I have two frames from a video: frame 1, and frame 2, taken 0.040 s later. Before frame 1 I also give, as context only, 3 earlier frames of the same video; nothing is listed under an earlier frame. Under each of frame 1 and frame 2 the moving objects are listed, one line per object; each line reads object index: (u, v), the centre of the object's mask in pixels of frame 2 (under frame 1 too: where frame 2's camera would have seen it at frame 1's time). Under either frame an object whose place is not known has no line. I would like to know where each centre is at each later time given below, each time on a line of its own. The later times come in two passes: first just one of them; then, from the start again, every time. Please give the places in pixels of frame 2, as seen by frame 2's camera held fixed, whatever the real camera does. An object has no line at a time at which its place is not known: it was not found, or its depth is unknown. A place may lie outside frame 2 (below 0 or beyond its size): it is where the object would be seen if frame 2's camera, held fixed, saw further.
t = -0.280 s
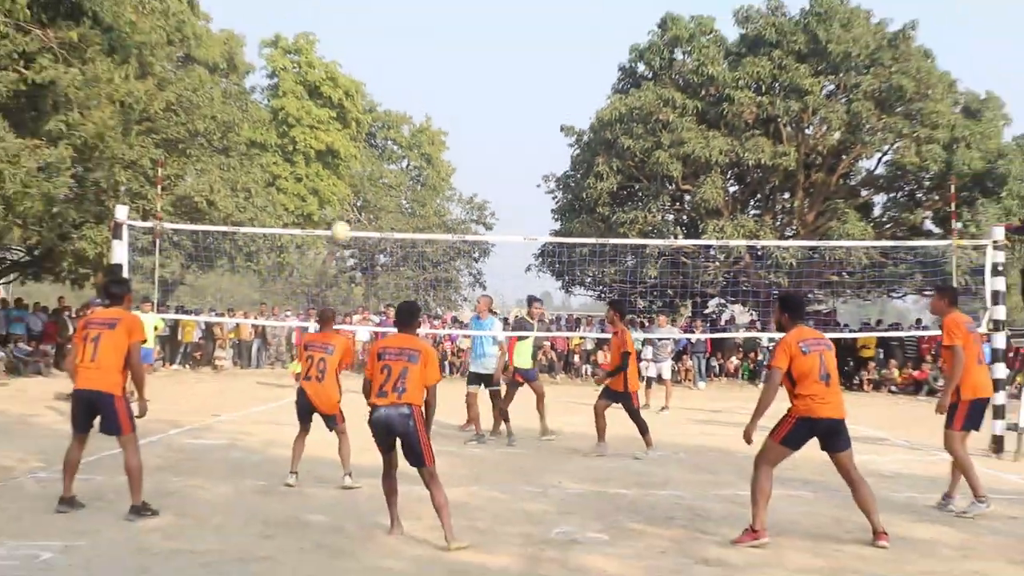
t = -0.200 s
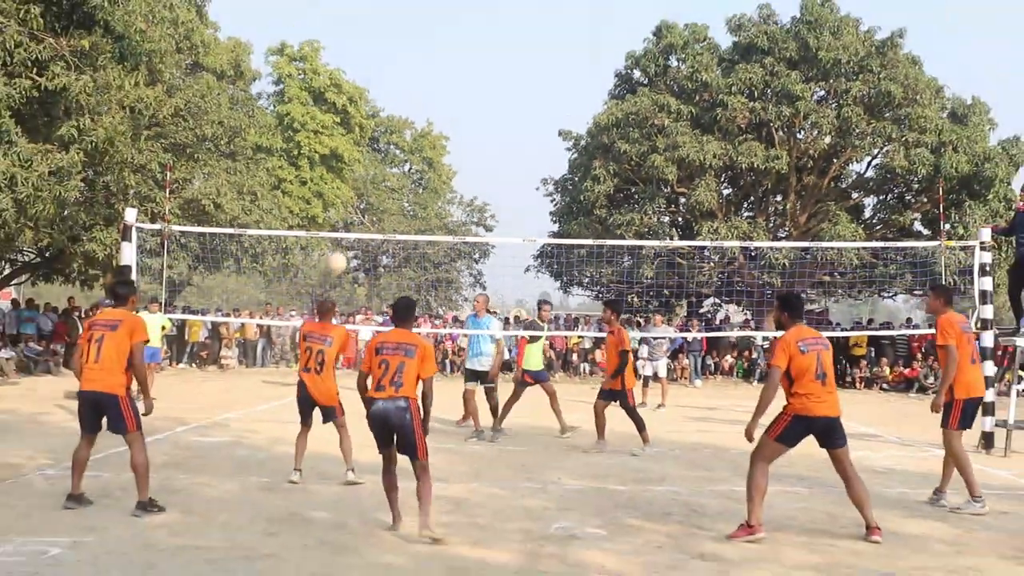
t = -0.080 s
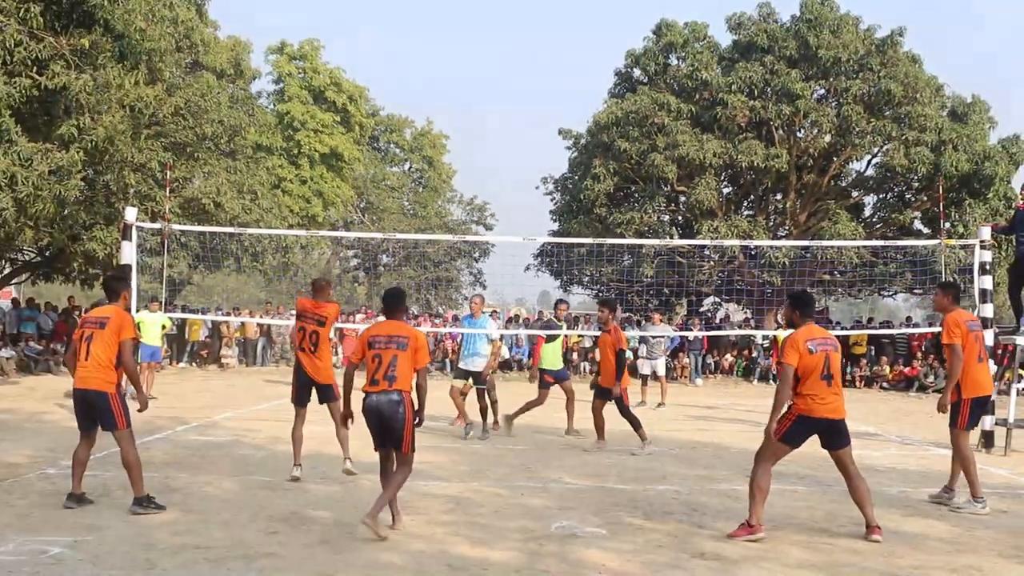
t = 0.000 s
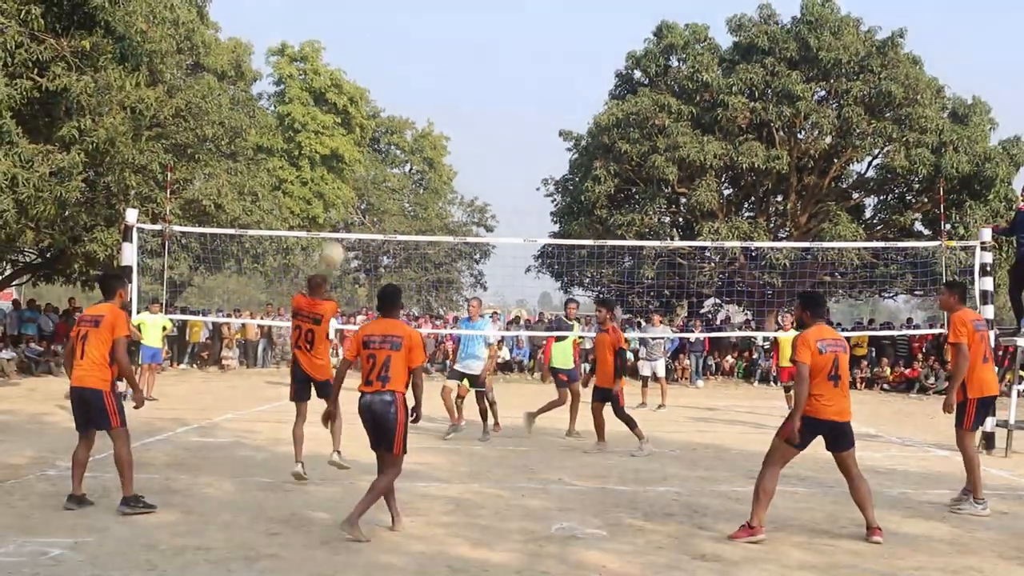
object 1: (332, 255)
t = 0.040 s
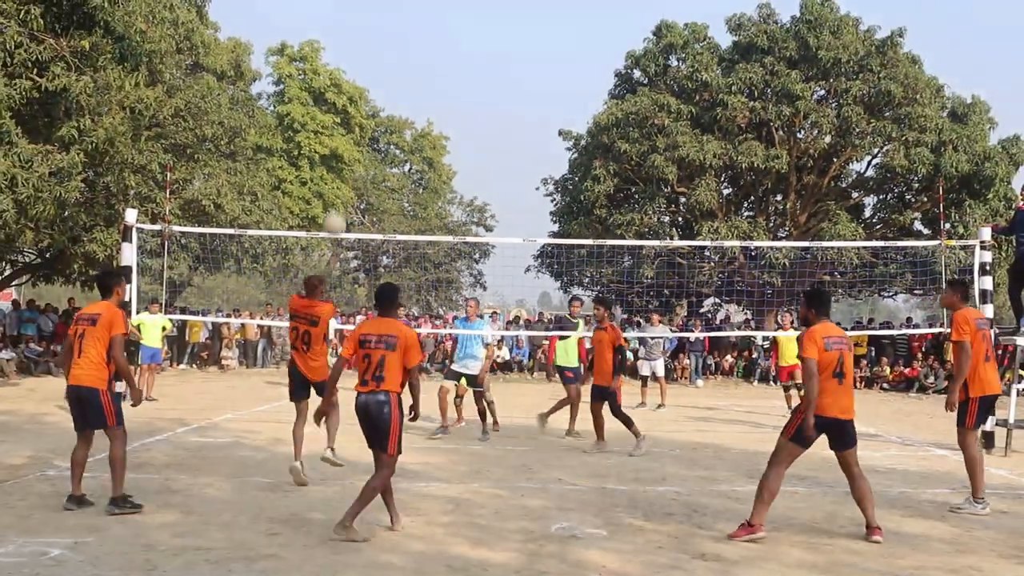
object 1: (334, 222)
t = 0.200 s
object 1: (345, 124)
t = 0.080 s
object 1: (337, 195)
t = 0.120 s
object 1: (340, 169)
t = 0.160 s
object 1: (342, 147)
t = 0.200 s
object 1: (345, 124)
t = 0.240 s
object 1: (347, 105)
